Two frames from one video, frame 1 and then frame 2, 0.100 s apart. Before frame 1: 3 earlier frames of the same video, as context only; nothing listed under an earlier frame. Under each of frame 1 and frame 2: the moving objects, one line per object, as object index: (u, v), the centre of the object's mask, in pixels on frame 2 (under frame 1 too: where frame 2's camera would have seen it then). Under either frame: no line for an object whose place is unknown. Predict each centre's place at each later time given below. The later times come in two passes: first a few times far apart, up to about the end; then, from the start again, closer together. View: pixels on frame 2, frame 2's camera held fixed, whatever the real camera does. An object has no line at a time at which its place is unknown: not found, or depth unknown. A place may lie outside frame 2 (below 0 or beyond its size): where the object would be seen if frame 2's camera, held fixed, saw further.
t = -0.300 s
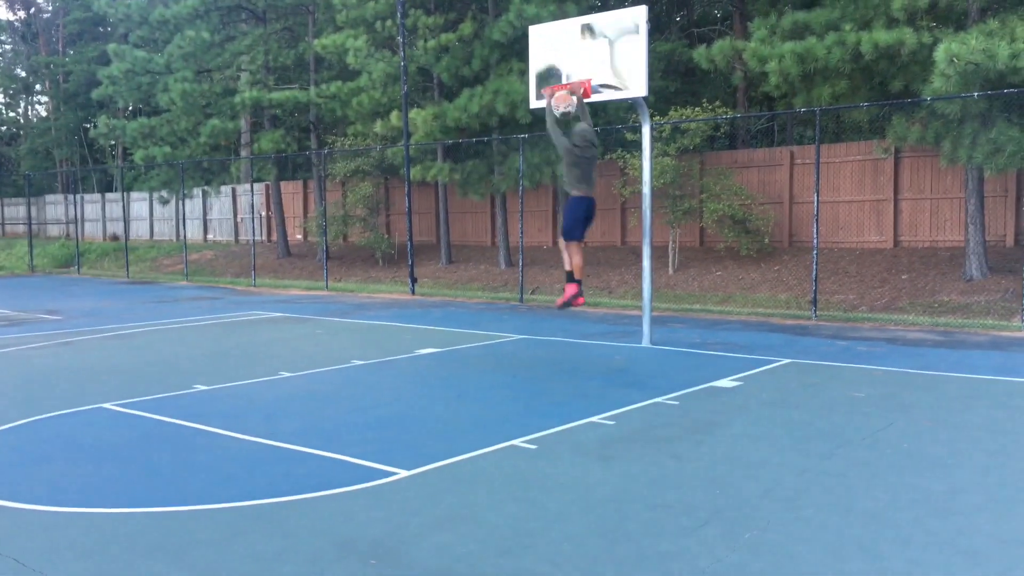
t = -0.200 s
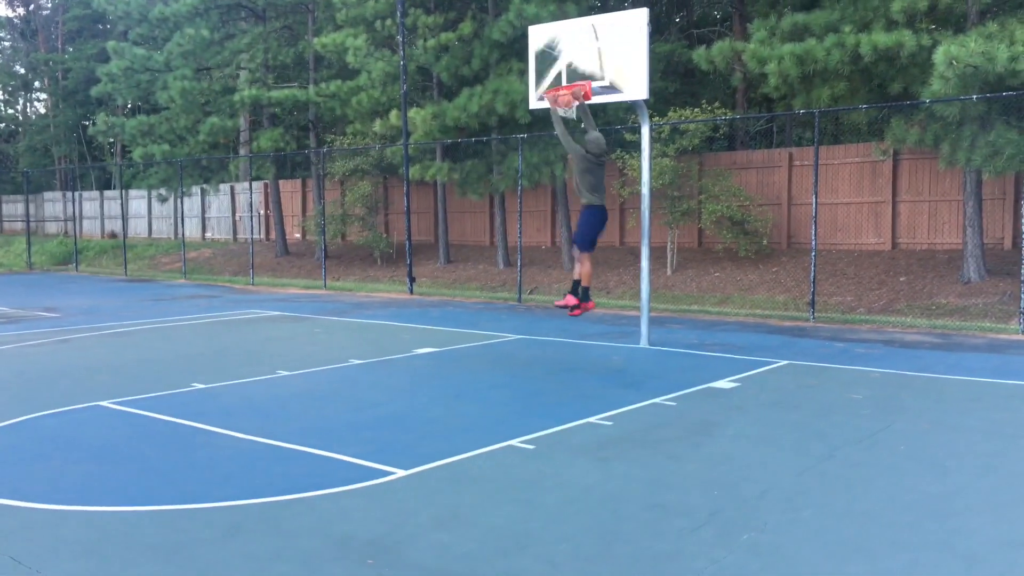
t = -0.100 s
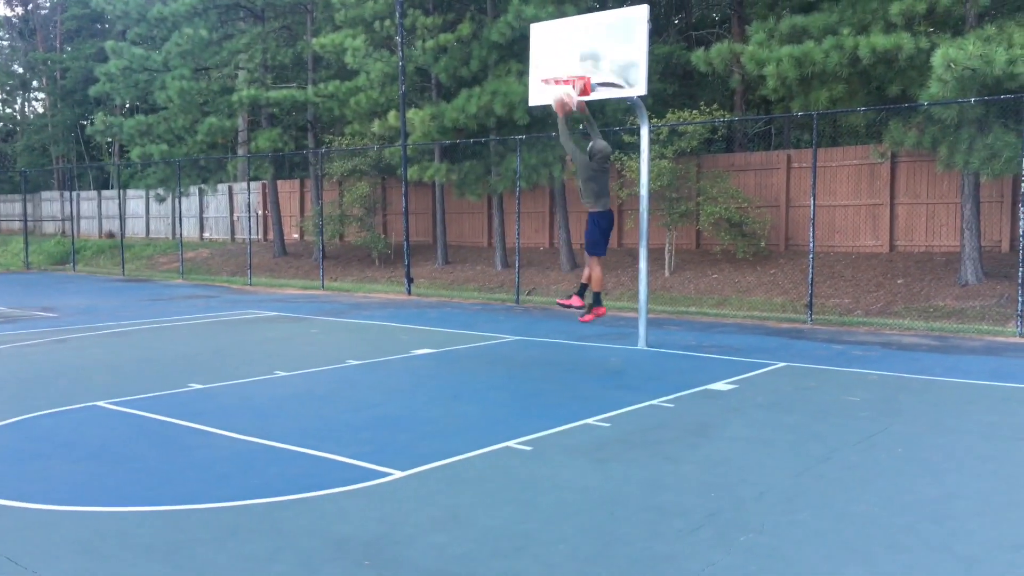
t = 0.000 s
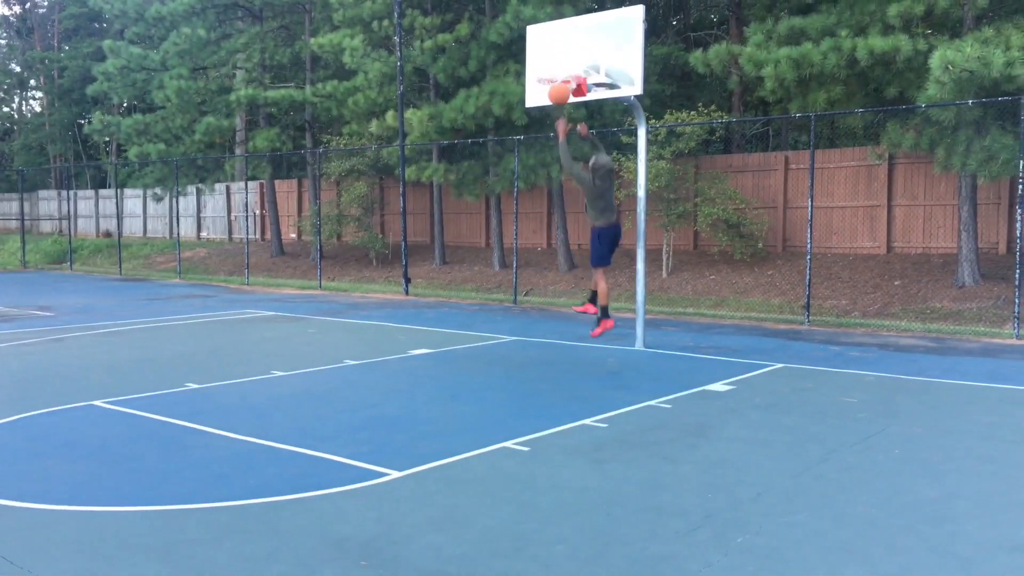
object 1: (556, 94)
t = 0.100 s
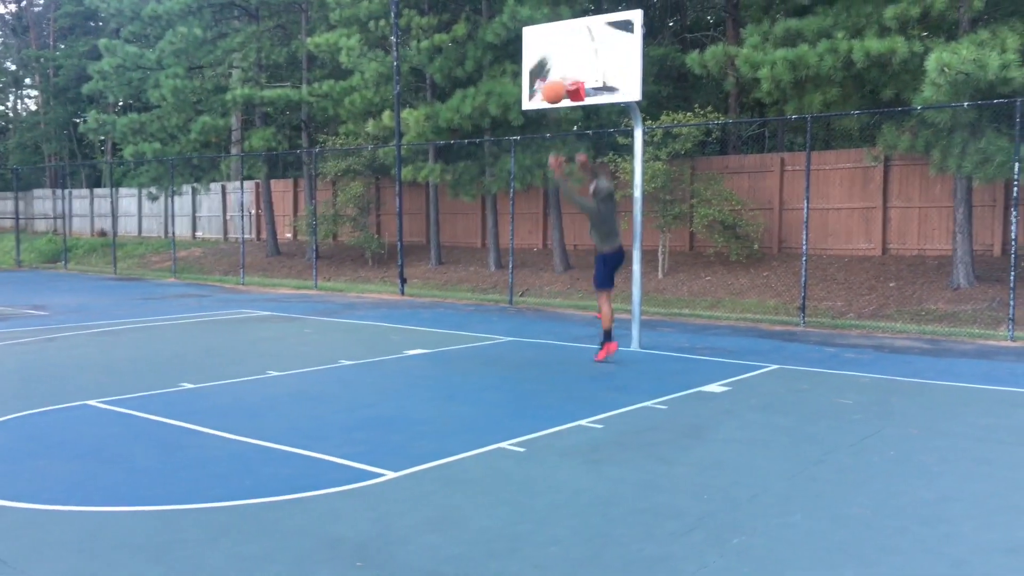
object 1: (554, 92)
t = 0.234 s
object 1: (549, 106)
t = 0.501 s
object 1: (541, 189)
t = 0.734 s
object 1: (534, 333)
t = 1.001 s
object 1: (536, 279)
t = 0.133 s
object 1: (552, 94)
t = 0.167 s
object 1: (551, 97)
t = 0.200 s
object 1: (550, 101)
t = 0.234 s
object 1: (549, 106)
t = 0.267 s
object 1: (549, 113)
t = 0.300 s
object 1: (547, 119)
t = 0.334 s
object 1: (547, 127)
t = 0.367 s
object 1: (546, 137)
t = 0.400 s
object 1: (545, 148)
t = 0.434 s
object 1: (544, 161)
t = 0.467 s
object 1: (543, 174)
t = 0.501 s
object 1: (541, 189)
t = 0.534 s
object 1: (540, 206)
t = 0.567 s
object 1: (539, 223)
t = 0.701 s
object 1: (535, 308)
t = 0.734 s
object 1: (534, 333)
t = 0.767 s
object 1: (533, 360)
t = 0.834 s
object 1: (532, 364)
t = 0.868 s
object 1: (533, 344)
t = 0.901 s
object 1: (534, 325)
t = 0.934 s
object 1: (535, 309)
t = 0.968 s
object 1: (536, 293)
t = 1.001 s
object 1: (536, 279)
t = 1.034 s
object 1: (539, 264)
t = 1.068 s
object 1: (539, 252)
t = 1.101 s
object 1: (540, 240)
